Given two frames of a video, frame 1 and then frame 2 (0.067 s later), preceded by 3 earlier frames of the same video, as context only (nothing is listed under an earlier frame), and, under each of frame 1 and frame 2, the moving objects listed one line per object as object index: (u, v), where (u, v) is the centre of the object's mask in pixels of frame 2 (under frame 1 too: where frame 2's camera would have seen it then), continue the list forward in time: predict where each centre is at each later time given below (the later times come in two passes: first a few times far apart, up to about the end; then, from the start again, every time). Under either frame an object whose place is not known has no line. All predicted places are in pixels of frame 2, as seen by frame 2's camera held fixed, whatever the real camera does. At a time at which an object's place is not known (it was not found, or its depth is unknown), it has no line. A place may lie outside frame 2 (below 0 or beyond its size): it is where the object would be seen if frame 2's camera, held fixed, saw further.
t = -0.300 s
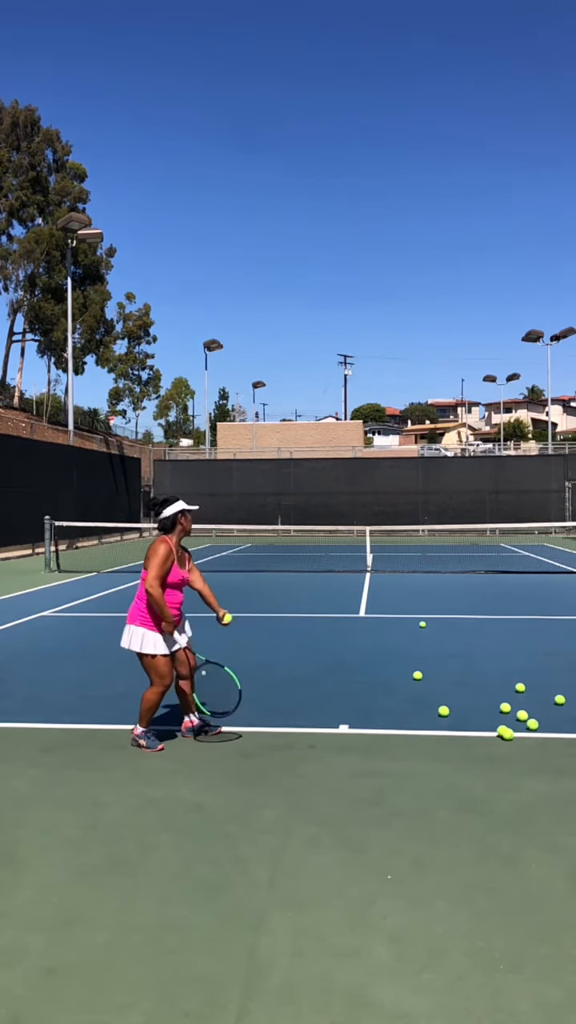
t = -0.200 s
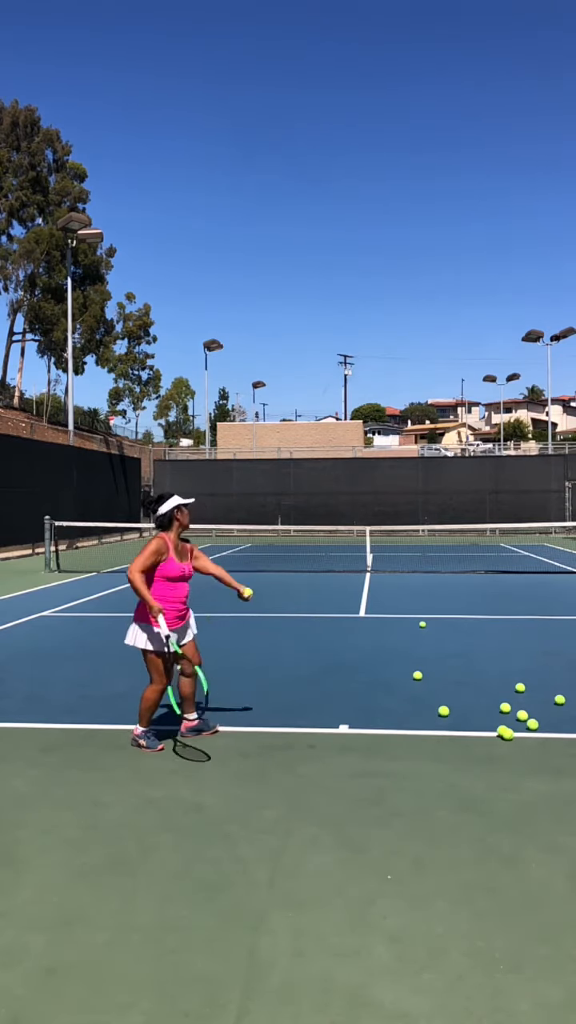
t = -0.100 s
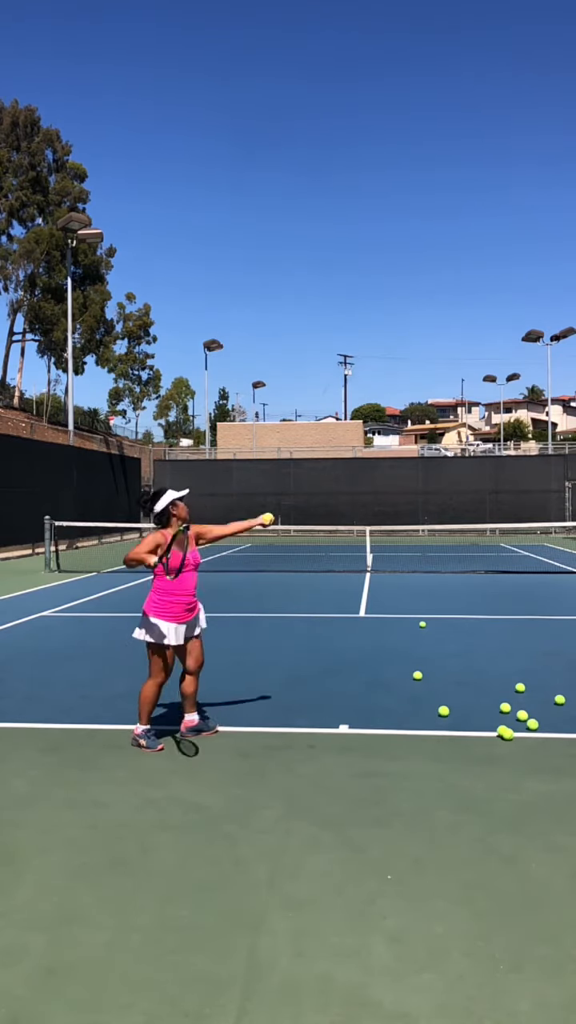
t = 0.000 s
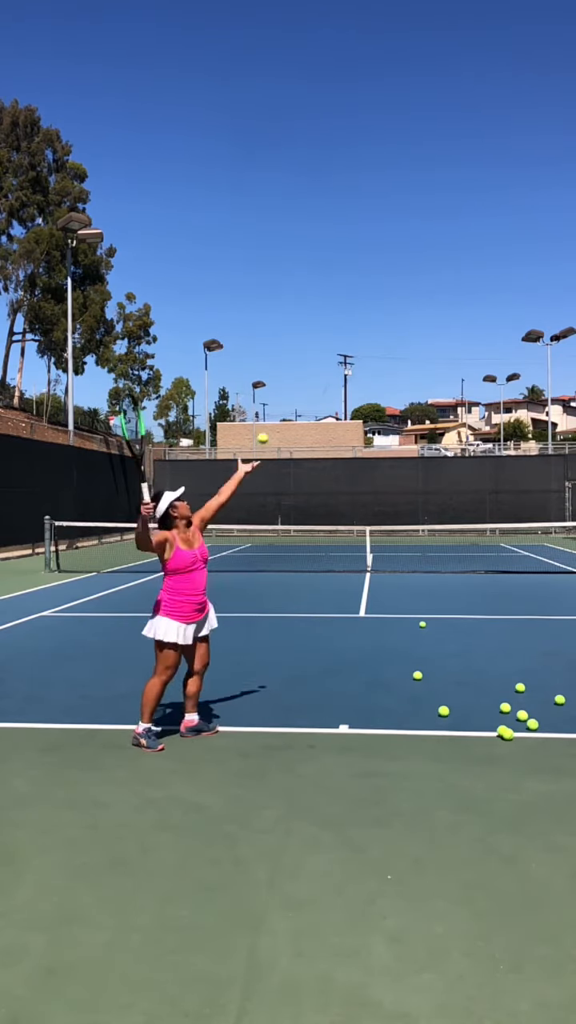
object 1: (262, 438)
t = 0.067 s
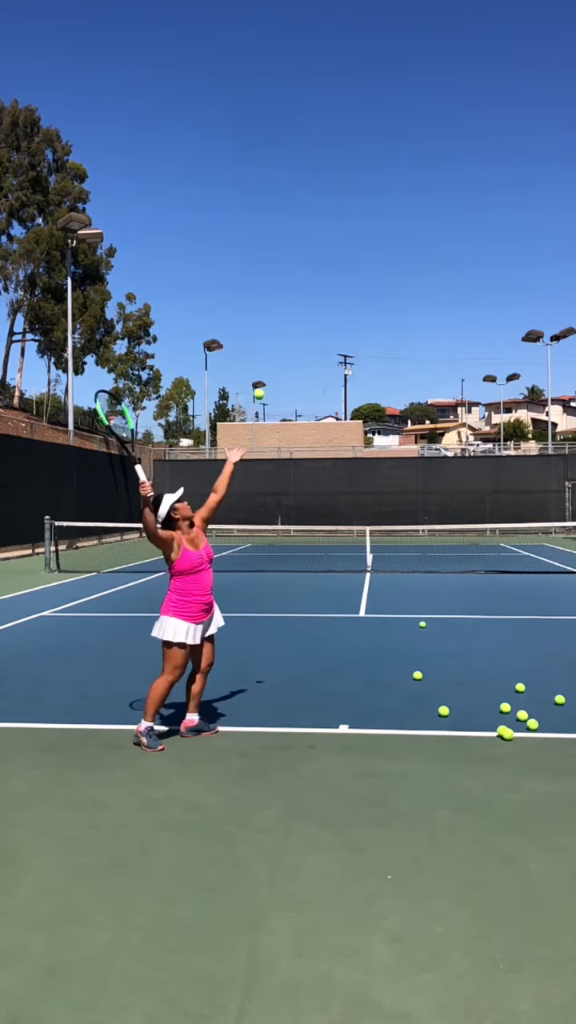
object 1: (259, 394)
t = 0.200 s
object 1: (252, 326)
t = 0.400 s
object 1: (242, 278)
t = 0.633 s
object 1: (231, 300)
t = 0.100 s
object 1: (257, 375)
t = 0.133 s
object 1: (255, 357)
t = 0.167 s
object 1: (254, 341)
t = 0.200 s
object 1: (252, 326)
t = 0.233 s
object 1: (250, 314)
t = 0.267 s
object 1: (248, 303)
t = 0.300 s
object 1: (247, 294)
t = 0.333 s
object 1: (245, 287)
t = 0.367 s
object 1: (243, 281)
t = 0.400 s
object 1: (242, 278)
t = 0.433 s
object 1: (240, 276)
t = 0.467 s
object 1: (238, 275)
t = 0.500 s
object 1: (237, 277)
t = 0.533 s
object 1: (235, 280)
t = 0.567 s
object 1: (234, 285)
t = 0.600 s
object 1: (233, 292)
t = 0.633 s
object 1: (231, 300)
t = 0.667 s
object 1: (230, 310)
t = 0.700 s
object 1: (229, 322)
